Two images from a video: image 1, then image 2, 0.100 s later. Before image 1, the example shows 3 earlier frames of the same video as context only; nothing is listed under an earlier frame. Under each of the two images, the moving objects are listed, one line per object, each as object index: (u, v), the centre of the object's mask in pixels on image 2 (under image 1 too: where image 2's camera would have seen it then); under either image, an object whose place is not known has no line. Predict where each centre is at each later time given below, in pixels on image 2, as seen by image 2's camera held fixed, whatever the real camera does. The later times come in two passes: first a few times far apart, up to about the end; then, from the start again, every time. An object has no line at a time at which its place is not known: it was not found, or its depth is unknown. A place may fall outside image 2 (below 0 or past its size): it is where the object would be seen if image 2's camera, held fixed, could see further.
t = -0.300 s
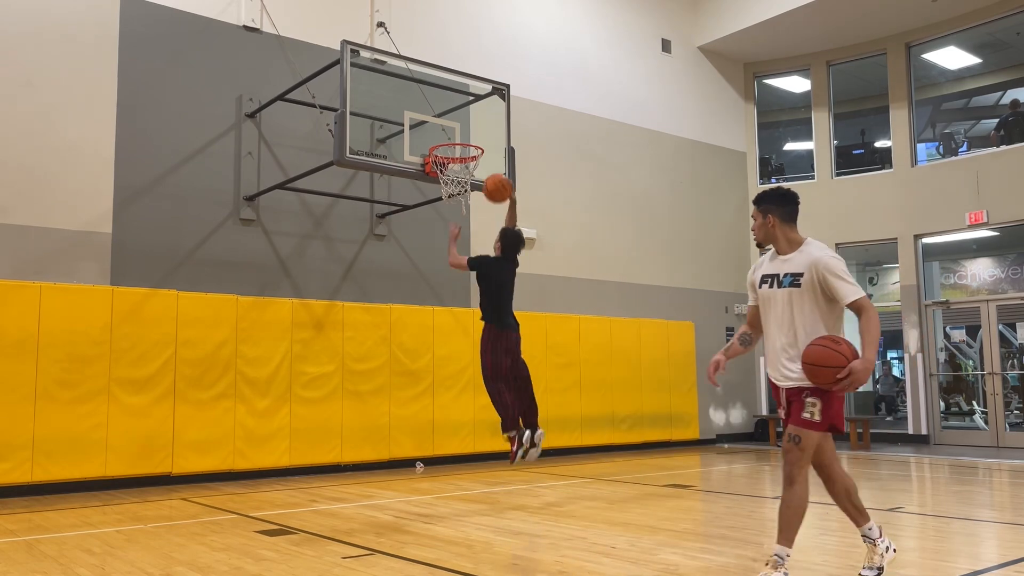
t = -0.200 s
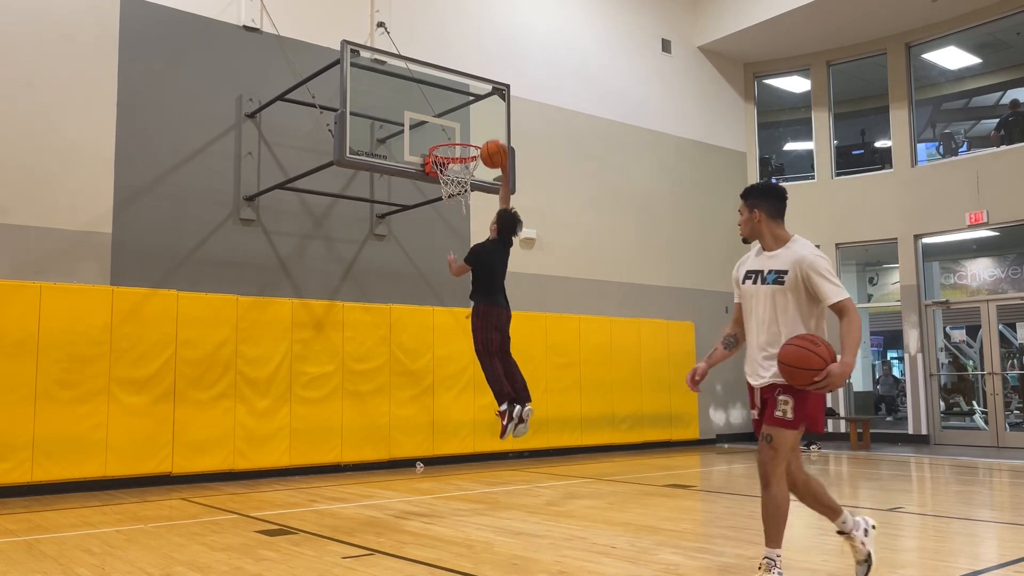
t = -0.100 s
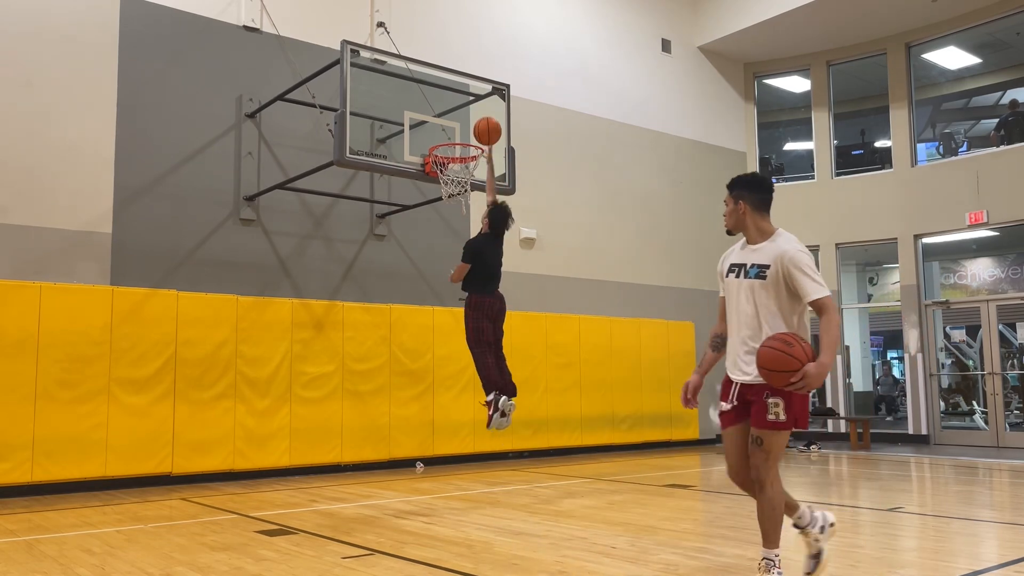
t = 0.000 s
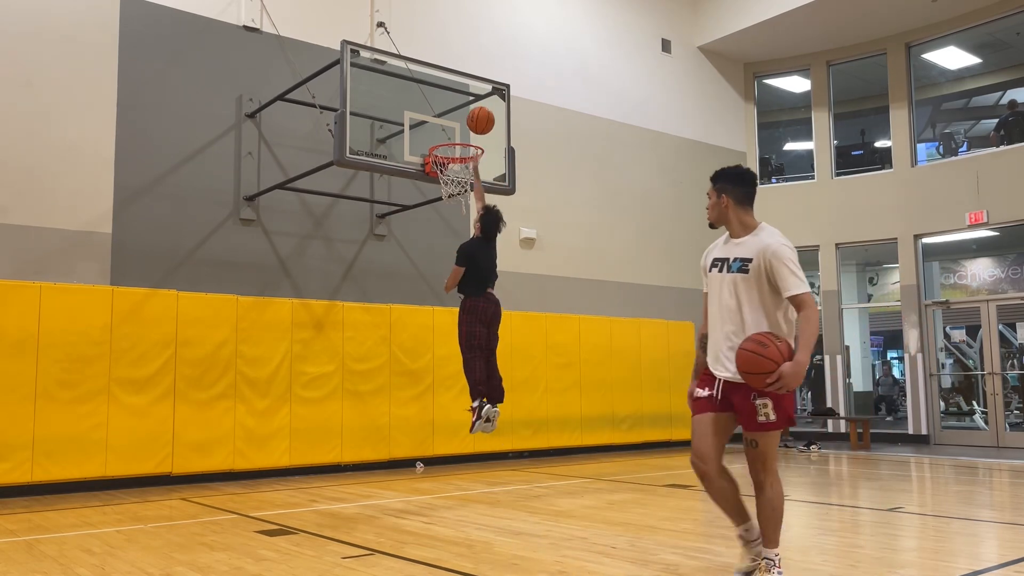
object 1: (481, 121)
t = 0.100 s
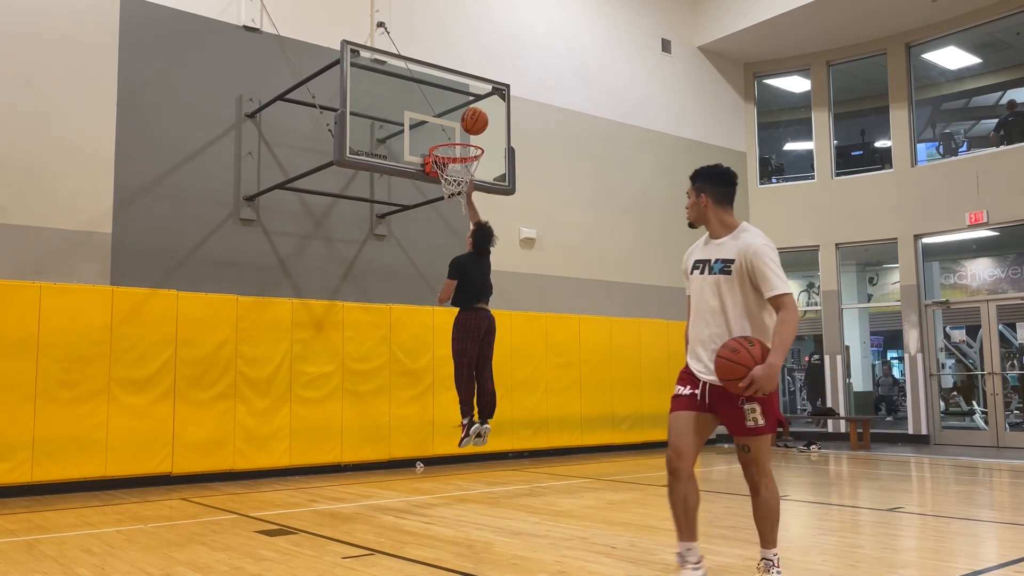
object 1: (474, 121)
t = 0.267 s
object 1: (465, 134)
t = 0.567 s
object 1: (451, 205)
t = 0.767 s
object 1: (446, 290)
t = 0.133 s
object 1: (472, 124)
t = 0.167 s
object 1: (470, 127)
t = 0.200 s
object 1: (468, 132)
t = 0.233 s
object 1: (466, 133)
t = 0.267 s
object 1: (465, 134)
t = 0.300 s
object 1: (463, 140)
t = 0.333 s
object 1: (461, 145)
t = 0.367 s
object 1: (460, 151)
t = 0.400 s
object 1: (457, 158)
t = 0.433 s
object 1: (456, 167)
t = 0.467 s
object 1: (454, 174)
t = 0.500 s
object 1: (453, 185)
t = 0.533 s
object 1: (453, 199)
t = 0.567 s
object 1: (451, 205)
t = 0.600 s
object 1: (450, 217)
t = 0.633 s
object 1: (449, 229)
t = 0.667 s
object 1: (449, 242)
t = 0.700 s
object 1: (448, 257)
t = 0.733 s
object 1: (447, 273)
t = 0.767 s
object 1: (446, 290)
